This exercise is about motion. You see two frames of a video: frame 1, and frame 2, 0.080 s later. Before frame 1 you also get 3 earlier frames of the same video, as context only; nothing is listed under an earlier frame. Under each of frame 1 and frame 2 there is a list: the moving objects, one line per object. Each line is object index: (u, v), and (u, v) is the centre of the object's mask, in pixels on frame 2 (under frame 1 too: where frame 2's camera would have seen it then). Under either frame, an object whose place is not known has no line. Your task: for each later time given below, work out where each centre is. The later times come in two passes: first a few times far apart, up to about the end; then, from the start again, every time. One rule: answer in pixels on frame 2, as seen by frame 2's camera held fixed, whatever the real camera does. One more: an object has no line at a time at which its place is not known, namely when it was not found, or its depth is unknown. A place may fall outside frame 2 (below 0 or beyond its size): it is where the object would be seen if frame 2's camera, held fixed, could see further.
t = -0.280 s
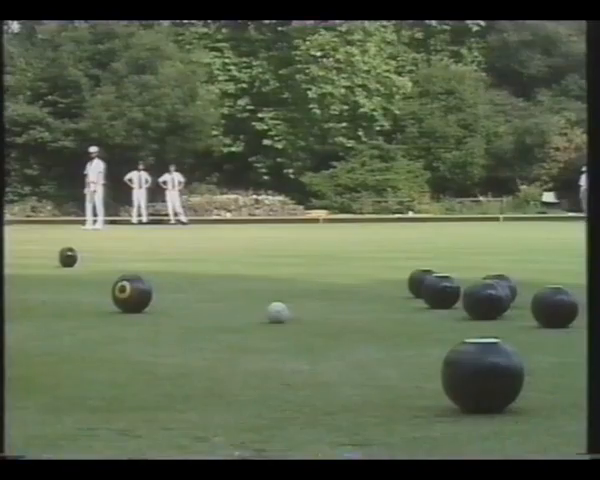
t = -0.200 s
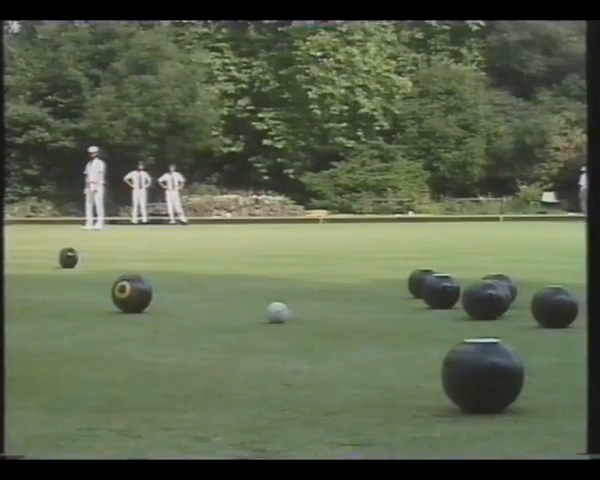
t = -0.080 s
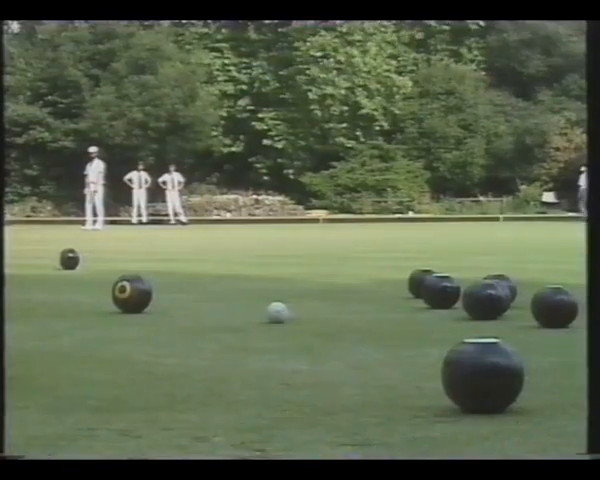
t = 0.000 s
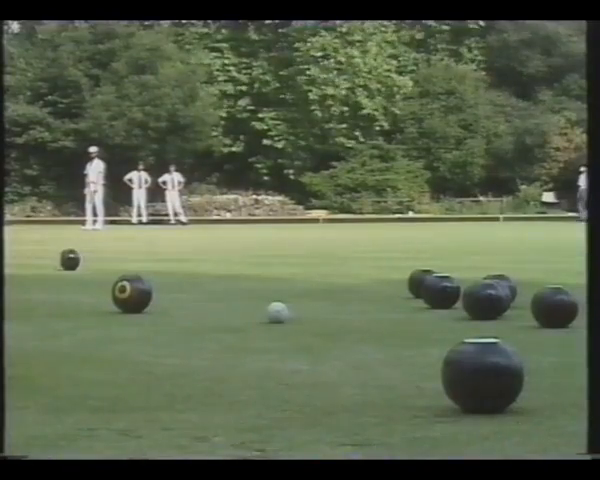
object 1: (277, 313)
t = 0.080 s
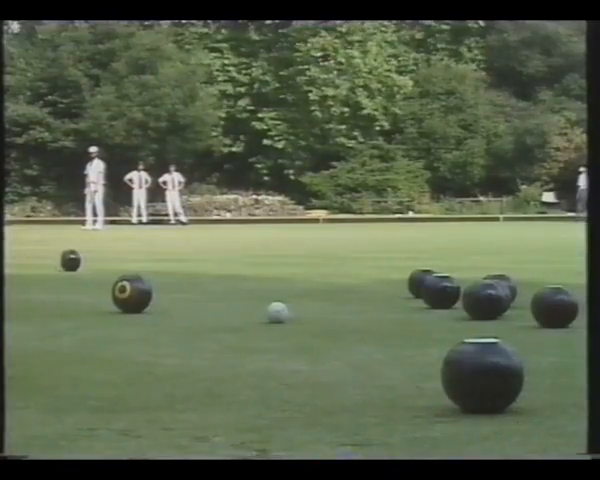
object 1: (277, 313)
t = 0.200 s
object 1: (277, 313)
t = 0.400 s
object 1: (277, 313)
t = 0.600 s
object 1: (277, 313)
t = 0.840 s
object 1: (277, 313)
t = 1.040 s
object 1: (277, 313)
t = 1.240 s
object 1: (277, 313)
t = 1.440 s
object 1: (277, 313)
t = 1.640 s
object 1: (277, 313)
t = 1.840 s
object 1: (277, 313)
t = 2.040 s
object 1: (277, 313)
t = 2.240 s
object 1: (277, 313)
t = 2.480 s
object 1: (277, 313)
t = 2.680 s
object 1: (277, 313)
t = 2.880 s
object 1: (277, 313)
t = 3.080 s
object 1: (277, 313)
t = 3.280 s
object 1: (283, 313)
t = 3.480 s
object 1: (315, 315)
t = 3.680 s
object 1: (345, 316)
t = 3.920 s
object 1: (375, 318)
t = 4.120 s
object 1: (396, 320)
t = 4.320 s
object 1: (413, 321)
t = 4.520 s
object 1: (426, 322)
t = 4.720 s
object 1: (433, 322)
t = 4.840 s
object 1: (436, 322)
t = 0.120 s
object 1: (277, 313)
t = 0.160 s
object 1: (277, 313)
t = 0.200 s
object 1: (277, 313)
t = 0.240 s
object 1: (277, 313)
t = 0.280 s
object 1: (277, 313)
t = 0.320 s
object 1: (277, 313)
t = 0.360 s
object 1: (277, 313)
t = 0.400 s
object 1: (277, 313)
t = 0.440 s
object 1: (277, 313)
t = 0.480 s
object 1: (277, 313)
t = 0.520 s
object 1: (277, 313)
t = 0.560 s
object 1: (277, 313)
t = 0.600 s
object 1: (277, 313)
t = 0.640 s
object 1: (277, 313)
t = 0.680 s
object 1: (277, 313)
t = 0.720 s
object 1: (277, 313)
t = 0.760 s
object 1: (277, 313)
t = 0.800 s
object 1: (277, 313)
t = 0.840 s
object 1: (277, 313)
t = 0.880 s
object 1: (277, 313)
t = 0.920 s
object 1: (277, 313)
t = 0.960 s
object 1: (277, 313)
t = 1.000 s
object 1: (277, 313)
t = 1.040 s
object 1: (277, 313)
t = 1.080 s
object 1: (277, 313)
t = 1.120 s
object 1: (277, 313)
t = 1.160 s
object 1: (277, 313)
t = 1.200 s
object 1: (277, 313)
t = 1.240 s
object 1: (277, 313)
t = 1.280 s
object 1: (277, 313)
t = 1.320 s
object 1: (277, 313)
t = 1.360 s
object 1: (277, 313)
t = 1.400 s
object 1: (277, 313)
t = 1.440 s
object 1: (277, 313)
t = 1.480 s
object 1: (277, 313)
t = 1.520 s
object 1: (277, 313)
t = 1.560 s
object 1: (277, 313)
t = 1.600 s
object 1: (277, 313)
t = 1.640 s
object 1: (277, 313)
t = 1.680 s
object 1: (277, 313)
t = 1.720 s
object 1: (277, 313)
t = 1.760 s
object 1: (277, 313)
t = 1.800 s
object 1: (277, 313)
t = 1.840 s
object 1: (277, 313)
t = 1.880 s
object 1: (277, 313)
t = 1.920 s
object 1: (277, 313)
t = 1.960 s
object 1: (277, 313)
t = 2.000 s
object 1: (277, 313)
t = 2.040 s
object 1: (277, 313)
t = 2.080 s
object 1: (277, 313)
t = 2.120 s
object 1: (277, 313)
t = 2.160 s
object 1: (277, 313)
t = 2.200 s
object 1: (277, 313)
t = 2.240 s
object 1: (277, 313)
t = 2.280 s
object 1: (277, 313)
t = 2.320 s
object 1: (277, 313)
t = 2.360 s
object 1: (277, 313)
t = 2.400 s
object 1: (277, 313)
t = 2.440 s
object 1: (277, 313)
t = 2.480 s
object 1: (277, 313)
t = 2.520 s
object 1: (277, 313)
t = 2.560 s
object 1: (277, 313)
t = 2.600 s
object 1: (277, 313)
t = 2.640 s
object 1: (277, 313)
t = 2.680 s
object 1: (277, 313)
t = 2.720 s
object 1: (277, 313)
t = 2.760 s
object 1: (277, 313)
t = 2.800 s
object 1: (277, 313)
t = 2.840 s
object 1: (277, 313)
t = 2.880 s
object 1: (277, 313)
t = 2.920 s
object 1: (277, 313)
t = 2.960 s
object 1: (277, 313)
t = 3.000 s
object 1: (277, 313)
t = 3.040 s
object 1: (277, 313)
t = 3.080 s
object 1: (277, 313)
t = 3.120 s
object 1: (277, 313)
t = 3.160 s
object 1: (277, 313)
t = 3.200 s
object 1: (277, 313)
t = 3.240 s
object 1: (278, 313)
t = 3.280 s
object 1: (283, 313)
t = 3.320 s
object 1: (290, 313)
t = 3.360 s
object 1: (296, 314)
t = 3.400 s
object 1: (303, 315)
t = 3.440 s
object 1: (308, 315)
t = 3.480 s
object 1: (315, 315)
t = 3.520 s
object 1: (321, 315)
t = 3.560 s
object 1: (327, 315)
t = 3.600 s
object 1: (333, 316)
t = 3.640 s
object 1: (339, 316)
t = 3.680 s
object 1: (345, 316)
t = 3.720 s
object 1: (350, 317)
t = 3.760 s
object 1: (355, 317)
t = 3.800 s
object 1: (361, 317)
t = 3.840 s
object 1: (365, 318)
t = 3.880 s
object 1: (371, 318)
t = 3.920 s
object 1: (375, 318)
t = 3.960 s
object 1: (379, 319)
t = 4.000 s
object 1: (384, 319)
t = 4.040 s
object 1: (388, 319)
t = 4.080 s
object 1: (392, 319)
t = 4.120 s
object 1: (396, 320)
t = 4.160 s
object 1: (400, 320)
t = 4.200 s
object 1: (403, 320)
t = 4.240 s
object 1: (407, 320)
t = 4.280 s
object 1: (410, 321)
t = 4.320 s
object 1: (413, 321)
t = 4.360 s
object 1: (416, 321)
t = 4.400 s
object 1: (419, 321)
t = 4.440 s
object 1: (422, 321)
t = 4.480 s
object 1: (424, 321)
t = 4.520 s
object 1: (426, 322)
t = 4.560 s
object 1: (428, 322)
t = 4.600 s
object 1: (429, 322)
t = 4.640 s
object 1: (430, 322)
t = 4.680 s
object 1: (431, 322)
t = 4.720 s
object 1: (433, 322)
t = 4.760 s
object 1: (434, 322)
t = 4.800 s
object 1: (435, 322)
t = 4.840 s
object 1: (436, 322)
